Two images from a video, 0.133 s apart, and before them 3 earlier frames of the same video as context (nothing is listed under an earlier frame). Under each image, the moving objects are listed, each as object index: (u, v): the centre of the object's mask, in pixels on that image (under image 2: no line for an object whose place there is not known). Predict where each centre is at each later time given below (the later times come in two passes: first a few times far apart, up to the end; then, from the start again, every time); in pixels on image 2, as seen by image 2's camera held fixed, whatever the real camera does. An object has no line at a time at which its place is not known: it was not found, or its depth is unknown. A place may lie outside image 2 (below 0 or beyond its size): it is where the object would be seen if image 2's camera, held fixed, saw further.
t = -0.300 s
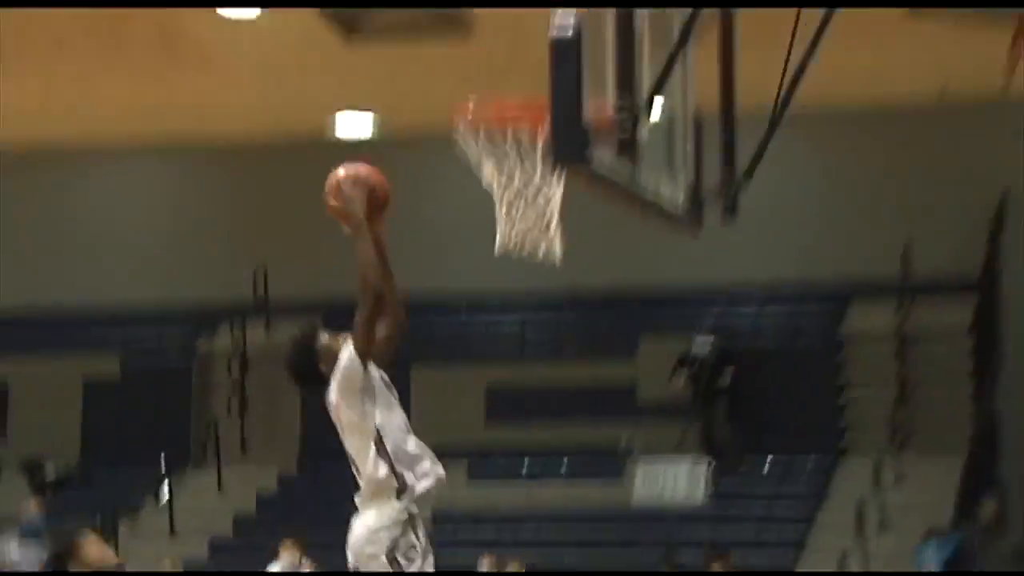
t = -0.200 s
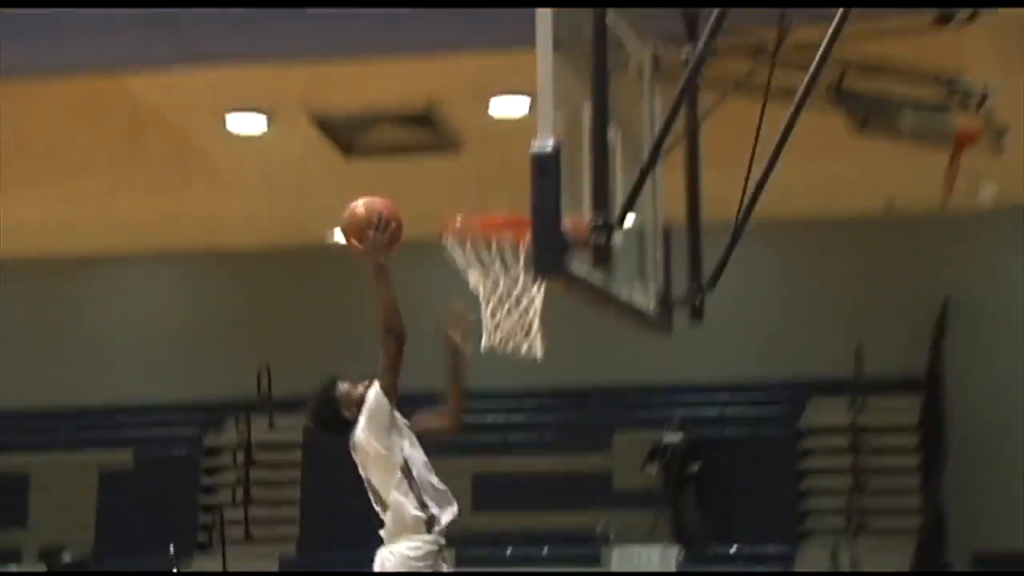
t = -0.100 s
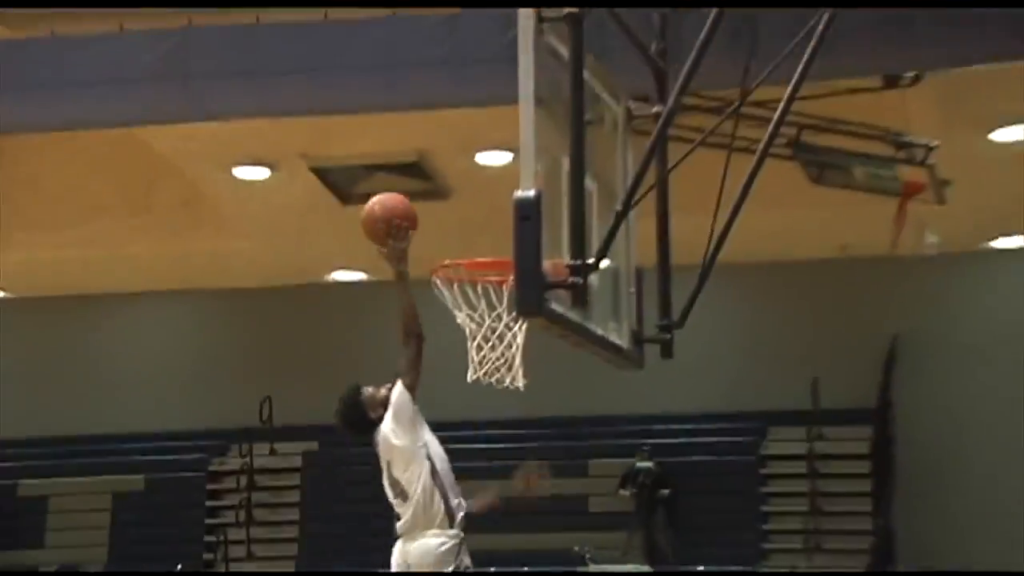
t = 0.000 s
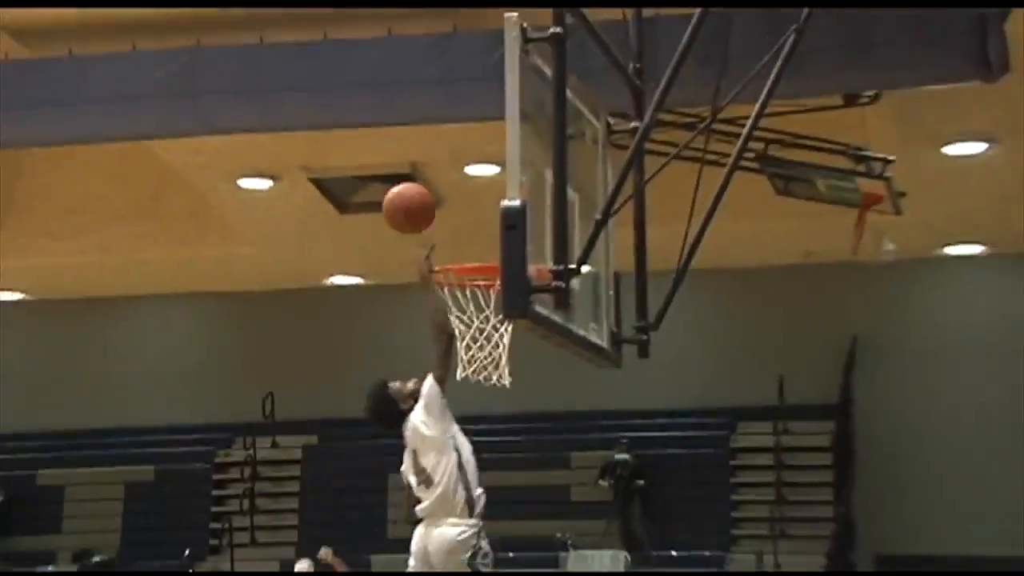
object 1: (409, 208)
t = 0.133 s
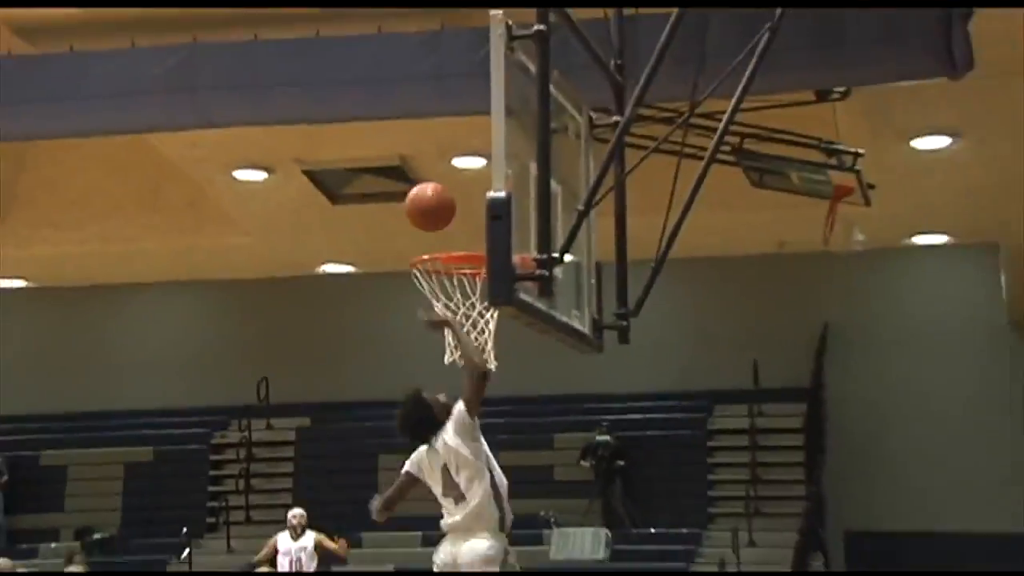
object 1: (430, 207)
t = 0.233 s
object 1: (454, 233)
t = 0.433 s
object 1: (493, 339)
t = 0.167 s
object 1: (438, 214)
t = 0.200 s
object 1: (446, 225)
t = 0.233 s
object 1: (454, 233)
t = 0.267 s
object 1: (461, 241)
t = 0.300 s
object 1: (467, 249)
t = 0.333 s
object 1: (470, 282)
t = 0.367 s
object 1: (474, 294)
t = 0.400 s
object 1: (493, 320)
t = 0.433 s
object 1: (493, 339)
